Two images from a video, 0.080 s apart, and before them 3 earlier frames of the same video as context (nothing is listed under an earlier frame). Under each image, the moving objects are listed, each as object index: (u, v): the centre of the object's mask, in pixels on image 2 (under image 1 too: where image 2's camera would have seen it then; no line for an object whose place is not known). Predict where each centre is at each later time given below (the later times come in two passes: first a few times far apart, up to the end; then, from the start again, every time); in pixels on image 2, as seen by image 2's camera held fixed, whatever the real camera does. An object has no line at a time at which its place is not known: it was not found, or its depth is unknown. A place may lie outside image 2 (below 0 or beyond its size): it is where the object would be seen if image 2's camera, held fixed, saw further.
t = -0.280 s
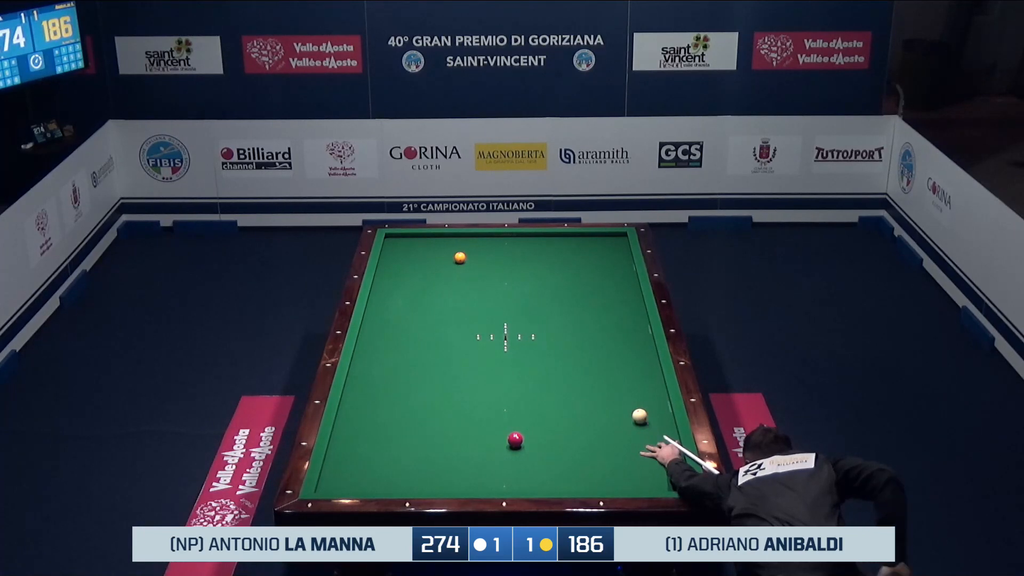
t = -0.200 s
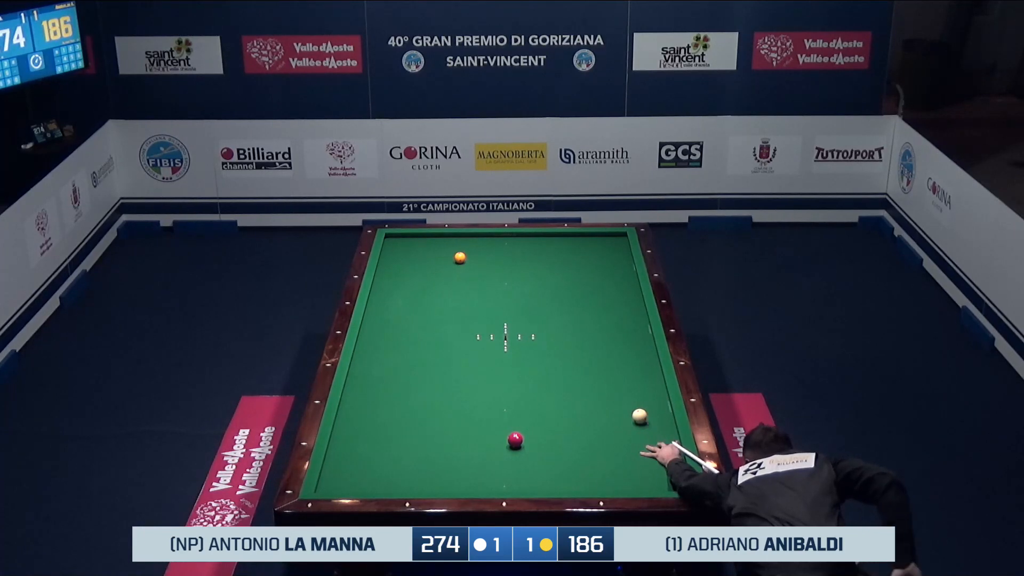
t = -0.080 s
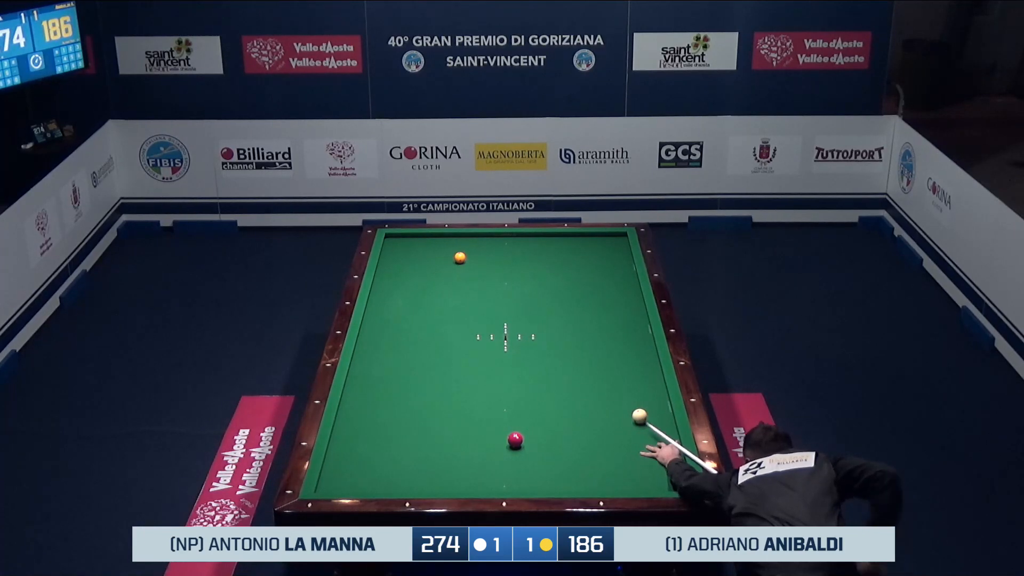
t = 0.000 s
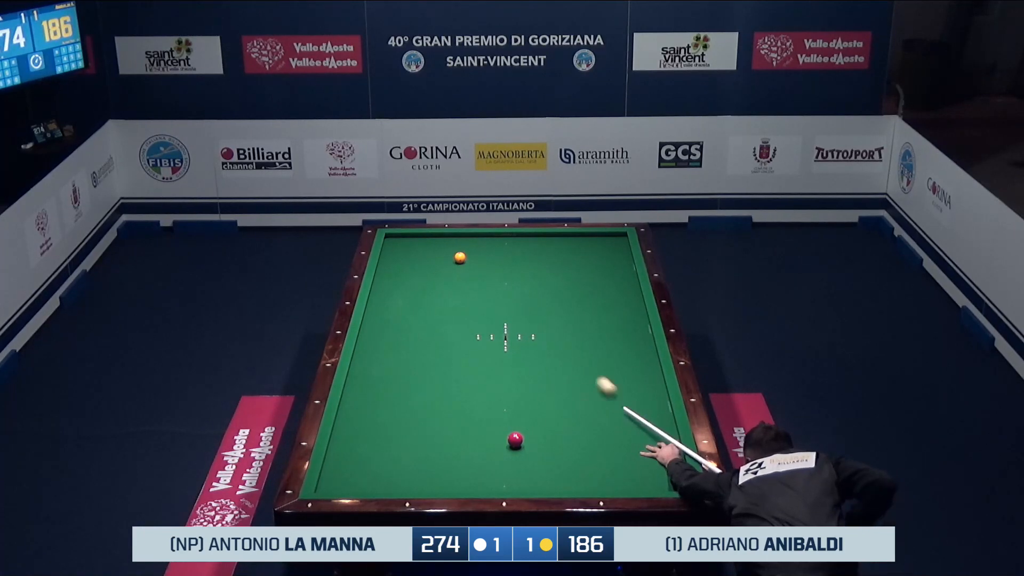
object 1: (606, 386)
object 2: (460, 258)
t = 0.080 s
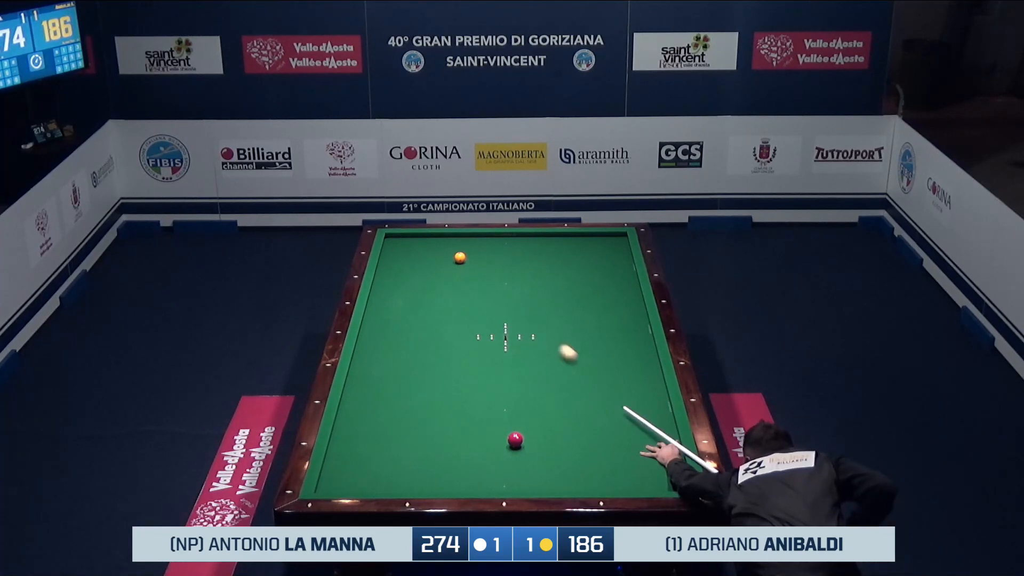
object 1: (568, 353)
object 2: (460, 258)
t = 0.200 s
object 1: (519, 310)
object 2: (460, 258)
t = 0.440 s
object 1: (450, 262)
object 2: (453, 242)
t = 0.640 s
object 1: (416, 260)
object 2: (441, 263)
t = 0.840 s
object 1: (385, 257)
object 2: (429, 299)
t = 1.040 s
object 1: (405, 258)
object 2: (418, 335)
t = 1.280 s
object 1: (423, 258)
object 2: (403, 385)
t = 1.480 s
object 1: (437, 258)
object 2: (388, 432)
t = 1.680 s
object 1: (451, 258)
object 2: (371, 486)
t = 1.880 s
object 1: (465, 258)
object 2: (381, 448)
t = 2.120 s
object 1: (481, 259)
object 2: (391, 410)
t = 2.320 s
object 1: (494, 259)
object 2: (398, 385)
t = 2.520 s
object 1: (506, 259)
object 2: (404, 361)
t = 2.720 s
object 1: (519, 259)
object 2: (410, 340)
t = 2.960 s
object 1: (533, 259)
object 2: (416, 316)
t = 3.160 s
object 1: (545, 259)
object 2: (421, 298)
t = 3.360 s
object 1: (556, 259)
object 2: (425, 282)
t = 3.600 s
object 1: (570, 259)
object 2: (430, 263)
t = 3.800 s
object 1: (580, 259)
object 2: (434, 249)
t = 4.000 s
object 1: (591, 259)
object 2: (438, 236)
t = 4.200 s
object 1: (601, 259)
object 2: (437, 243)
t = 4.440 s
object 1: (612, 259)
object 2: (437, 253)
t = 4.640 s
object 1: (622, 259)
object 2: (437, 261)
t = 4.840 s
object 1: (626, 259)
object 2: (437, 269)
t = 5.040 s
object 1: (622, 258)
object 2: (437, 277)
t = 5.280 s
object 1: (618, 257)
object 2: (437, 287)
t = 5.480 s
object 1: (614, 256)
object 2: (437, 296)
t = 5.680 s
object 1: (611, 255)
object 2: (436, 305)
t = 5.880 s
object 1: (608, 255)
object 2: (436, 314)
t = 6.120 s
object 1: (604, 254)
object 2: (436, 324)
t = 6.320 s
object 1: (602, 253)
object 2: (436, 333)
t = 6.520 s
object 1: (600, 253)
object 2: (436, 343)
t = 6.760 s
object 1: (598, 253)
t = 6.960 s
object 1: (596, 252)
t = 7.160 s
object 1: (595, 252)
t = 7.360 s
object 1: (594, 252)
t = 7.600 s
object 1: (593, 251)
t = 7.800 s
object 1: (593, 251)
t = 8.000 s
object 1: (592, 251)
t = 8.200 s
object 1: (592, 251)
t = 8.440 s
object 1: (592, 251)
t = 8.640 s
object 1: (592, 251)
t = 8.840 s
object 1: (593, 251)
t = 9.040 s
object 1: (592, 251)
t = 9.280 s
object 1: (592, 251)
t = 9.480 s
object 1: (592, 251)
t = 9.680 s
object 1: (593, 251)
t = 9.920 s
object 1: (592, 251)
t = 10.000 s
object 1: (592, 251)
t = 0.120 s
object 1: (550, 337)
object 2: (460, 258)
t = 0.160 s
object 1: (534, 323)
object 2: (460, 258)
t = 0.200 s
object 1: (519, 310)
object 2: (460, 258)
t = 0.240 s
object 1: (505, 298)
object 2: (460, 258)
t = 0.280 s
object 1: (491, 286)
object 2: (460, 258)
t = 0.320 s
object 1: (478, 275)
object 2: (460, 258)
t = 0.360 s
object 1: (466, 265)
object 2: (459, 257)
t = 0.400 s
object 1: (457, 261)
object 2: (457, 250)
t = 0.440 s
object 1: (450, 262)
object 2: (453, 242)
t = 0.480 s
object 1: (443, 262)
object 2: (449, 235)
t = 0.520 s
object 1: (436, 262)
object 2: (448, 241)
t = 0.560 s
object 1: (430, 261)
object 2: (445, 248)
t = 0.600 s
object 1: (423, 261)
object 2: (443, 255)
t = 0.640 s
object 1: (416, 260)
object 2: (441, 263)
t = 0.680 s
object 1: (410, 260)
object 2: (438, 270)
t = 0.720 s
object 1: (404, 259)
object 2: (436, 277)
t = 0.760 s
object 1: (397, 258)
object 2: (434, 285)
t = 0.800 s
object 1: (391, 258)
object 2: (432, 292)
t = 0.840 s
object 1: (385, 257)
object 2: (429, 299)
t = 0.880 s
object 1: (388, 257)
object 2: (427, 306)
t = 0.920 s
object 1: (393, 257)
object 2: (425, 314)
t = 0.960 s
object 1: (398, 257)
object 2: (423, 320)
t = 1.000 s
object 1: (402, 257)
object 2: (420, 328)
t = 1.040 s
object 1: (405, 258)
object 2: (418, 335)
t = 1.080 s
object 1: (409, 258)
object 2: (416, 343)
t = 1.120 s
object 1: (412, 258)
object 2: (413, 351)
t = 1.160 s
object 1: (414, 258)
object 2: (411, 359)
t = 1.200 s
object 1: (417, 258)
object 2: (408, 367)
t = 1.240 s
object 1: (420, 258)
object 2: (406, 376)
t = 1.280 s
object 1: (423, 258)
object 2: (403, 385)
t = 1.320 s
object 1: (426, 258)
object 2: (400, 394)
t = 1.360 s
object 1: (429, 258)
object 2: (397, 403)
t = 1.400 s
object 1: (431, 258)
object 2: (394, 412)
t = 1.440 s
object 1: (434, 258)
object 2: (391, 422)
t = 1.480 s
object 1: (437, 258)
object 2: (388, 432)
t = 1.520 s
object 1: (440, 258)
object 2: (385, 443)
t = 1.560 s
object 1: (443, 258)
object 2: (381, 454)
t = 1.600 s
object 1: (446, 258)
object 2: (378, 465)
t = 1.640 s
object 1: (448, 258)
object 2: (374, 476)
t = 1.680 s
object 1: (451, 258)
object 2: (371, 486)
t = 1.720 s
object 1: (454, 258)
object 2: (372, 483)
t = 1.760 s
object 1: (457, 258)
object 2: (374, 474)
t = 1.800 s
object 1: (459, 258)
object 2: (377, 464)
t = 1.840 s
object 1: (462, 258)
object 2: (379, 456)
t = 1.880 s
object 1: (465, 258)
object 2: (381, 448)
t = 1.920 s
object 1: (467, 258)
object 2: (383, 440)
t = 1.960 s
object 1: (470, 258)
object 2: (385, 433)
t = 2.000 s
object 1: (473, 258)
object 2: (387, 427)
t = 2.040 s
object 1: (475, 258)
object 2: (389, 421)
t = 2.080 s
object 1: (478, 258)
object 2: (390, 415)
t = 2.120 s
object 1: (481, 259)
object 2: (391, 410)
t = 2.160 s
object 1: (483, 259)
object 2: (393, 405)
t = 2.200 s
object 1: (486, 259)
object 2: (394, 400)
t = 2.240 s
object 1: (488, 259)
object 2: (395, 395)
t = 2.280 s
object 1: (491, 259)
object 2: (397, 390)
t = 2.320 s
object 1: (494, 259)
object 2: (398, 385)
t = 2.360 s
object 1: (496, 259)
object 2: (399, 380)
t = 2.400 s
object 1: (499, 259)
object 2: (400, 375)
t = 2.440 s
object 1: (501, 259)
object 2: (402, 371)
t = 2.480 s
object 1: (504, 259)
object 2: (403, 366)
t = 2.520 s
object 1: (506, 259)
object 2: (404, 361)
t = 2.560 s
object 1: (509, 259)
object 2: (405, 357)
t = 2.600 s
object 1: (511, 259)
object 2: (407, 353)
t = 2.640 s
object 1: (514, 259)
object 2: (408, 348)
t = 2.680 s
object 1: (516, 259)
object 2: (409, 344)
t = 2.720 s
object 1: (519, 259)
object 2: (410, 340)
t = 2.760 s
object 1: (521, 259)
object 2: (411, 336)
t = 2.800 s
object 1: (524, 259)
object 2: (412, 332)
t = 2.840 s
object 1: (526, 259)
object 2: (413, 328)
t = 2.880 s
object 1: (528, 259)
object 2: (414, 324)
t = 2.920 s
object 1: (531, 259)
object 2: (415, 320)
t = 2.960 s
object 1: (533, 259)
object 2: (416, 316)
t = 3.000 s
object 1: (536, 259)
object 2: (417, 313)
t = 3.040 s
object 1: (538, 259)
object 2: (418, 309)
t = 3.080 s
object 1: (540, 259)
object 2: (419, 305)
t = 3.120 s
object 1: (543, 259)
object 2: (420, 302)
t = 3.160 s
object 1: (545, 259)
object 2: (421, 298)
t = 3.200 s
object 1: (547, 259)
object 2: (422, 295)
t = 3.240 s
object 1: (549, 259)
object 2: (423, 292)
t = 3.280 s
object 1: (552, 259)
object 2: (424, 288)
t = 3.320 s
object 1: (554, 259)
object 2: (425, 285)
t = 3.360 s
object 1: (556, 259)
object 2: (425, 282)
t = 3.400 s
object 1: (558, 259)
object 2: (426, 278)
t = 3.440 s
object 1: (561, 259)
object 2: (427, 275)
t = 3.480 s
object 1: (563, 259)
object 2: (428, 272)
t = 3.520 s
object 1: (565, 259)
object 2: (429, 269)
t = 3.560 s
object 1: (567, 259)
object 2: (429, 266)
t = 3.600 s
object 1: (570, 259)
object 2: (430, 263)
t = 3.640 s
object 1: (572, 259)
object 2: (431, 260)
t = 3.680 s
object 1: (574, 259)
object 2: (432, 257)
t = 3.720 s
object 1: (576, 259)
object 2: (433, 254)
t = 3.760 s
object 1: (578, 259)
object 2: (433, 252)
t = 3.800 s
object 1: (580, 259)
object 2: (434, 249)
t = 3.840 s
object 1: (582, 259)
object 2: (435, 246)
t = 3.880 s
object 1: (585, 259)
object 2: (436, 244)
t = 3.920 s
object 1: (587, 259)
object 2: (436, 241)
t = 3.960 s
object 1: (589, 259)
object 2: (437, 238)
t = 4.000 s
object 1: (591, 259)
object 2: (438, 236)
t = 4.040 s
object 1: (593, 259)
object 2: (438, 236)
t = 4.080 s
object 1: (595, 259)
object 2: (437, 238)
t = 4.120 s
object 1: (597, 259)
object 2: (437, 240)
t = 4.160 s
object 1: (599, 259)
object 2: (437, 242)
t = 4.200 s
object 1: (601, 259)
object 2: (437, 243)
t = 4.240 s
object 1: (603, 259)
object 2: (437, 245)
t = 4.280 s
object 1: (605, 259)
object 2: (438, 246)
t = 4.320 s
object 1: (607, 259)
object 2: (437, 248)
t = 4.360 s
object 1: (609, 259)
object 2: (437, 249)
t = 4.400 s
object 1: (610, 259)
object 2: (437, 251)
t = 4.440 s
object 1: (612, 259)
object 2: (437, 253)
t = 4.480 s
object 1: (614, 259)
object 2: (437, 254)
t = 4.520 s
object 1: (616, 259)
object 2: (437, 256)
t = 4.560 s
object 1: (618, 259)
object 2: (437, 257)
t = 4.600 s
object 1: (620, 259)
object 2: (437, 259)
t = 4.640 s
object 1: (622, 259)
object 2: (437, 261)
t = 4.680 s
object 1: (624, 259)
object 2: (437, 262)
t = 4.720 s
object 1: (625, 259)
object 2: (437, 264)
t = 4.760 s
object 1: (627, 259)
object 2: (437, 266)
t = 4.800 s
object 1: (627, 259)
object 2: (437, 267)
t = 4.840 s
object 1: (626, 259)
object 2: (437, 269)
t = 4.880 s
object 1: (625, 259)
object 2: (437, 270)
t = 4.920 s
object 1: (625, 259)
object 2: (437, 272)
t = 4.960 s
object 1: (624, 258)
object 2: (437, 274)
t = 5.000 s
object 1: (623, 258)
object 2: (437, 275)
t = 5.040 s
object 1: (622, 258)
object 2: (437, 277)
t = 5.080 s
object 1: (621, 258)
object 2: (437, 279)
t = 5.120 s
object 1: (621, 258)
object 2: (437, 281)
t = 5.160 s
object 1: (620, 257)
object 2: (437, 282)
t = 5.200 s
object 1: (619, 257)
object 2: (437, 284)
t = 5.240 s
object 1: (618, 257)
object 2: (437, 286)
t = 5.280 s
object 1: (618, 257)
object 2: (437, 287)
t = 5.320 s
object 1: (617, 257)
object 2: (437, 289)
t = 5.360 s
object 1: (616, 257)
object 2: (437, 291)
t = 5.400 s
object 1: (615, 256)
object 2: (437, 292)
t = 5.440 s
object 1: (615, 256)
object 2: (437, 294)
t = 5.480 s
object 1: (614, 256)
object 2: (437, 296)
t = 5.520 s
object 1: (613, 256)
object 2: (437, 298)
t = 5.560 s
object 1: (613, 256)
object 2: (436, 299)
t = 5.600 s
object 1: (612, 256)
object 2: (436, 301)
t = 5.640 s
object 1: (611, 255)
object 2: (437, 303)
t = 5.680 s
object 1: (611, 255)
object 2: (436, 305)
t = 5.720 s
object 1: (610, 255)
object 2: (436, 306)
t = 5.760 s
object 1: (610, 255)
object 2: (436, 308)
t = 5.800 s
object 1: (609, 255)
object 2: (436, 310)
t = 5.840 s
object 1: (608, 255)
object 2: (436, 312)
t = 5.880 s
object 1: (608, 255)
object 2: (436, 314)
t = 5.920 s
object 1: (607, 255)
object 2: (436, 315)
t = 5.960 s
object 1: (607, 255)
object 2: (436, 317)
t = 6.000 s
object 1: (606, 254)
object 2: (436, 319)
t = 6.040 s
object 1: (606, 254)
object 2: (436, 320)
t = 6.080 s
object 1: (605, 254)
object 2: (436, 323)
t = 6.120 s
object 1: (604, 254)
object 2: (436, 324)
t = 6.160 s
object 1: (604, 254)
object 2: (436, 326)
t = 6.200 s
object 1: (603, 254)
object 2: (436, 328)
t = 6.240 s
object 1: (603, 254)
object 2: (436, 330)
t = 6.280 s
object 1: (603, 254)
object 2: (436, 332)
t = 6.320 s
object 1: (602, 253)
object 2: (436, 333)
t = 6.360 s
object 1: (602, 253)
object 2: (436, 335)
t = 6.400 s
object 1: (601, 253)
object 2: (436, 337)
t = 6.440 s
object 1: (601, 253)
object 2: (436, 339)
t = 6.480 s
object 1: (601, 253)
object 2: (436, 341)
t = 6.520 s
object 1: (600, 253)
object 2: (436, 343)
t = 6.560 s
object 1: (600, 253)
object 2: (436, 345)
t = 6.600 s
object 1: (599, 253)
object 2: (436, 347)
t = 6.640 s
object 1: (599, 253)
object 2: (436, 348)
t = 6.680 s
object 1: (599, 253)
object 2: (436, 350)
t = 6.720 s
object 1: (598, 253)
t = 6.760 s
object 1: (598, 253)
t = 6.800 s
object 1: (598, 252)
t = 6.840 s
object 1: (597, 252)
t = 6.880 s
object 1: (597, 252)
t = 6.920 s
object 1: (597, 252)
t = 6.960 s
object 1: (596, 252)
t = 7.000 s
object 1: (596, 252)
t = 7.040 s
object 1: (596, 252)
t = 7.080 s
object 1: (595, 252)
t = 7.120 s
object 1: (595, 252)
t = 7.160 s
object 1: (595, 252)
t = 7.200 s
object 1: (595, 252)
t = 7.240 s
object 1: (595, 252)
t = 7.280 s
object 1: (594, 252)
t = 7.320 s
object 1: (594, 252)
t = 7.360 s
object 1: (594, 252)
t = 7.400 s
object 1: (594, 252)
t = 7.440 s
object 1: (594, 252)
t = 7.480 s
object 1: (593, 252)
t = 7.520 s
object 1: (593, 252)
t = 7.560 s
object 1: (593, 251)
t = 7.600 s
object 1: (593, 251)
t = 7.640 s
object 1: (593, 251)
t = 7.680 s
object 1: (593, 251)
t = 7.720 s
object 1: (593, 251)
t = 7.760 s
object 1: (593, 251)
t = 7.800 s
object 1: (593, 251)
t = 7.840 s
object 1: (593, 251)
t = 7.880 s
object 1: (593, 251)
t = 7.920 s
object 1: (592, 251)
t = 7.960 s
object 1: (592, 251)
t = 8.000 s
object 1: (592, 251)
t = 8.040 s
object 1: (592, 251)
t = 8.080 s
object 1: (592, 251)
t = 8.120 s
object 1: (592, 251)
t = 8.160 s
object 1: (592, 251)
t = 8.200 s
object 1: (592, 251)
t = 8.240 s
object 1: (592, 251)
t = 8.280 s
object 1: (592, 251)
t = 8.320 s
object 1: (592, 251)
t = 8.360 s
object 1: (592, 251)
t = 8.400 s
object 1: (592, 251)
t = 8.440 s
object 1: (592, 251)
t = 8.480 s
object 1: (592, 251)
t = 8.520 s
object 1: (592, 251)
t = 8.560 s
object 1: (592, 251)
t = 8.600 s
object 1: (592, 251)
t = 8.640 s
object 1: (592, 251)
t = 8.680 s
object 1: (593, 251)
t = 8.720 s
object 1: (592, 251)
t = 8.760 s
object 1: (593, 251)
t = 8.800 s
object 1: (592, 251)
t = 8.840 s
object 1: (593, 251)
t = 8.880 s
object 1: (592, 251)
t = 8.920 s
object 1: (592, 251)
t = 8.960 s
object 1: (592, 251)
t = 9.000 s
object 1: (592, 251)
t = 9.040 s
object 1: (592, 251)
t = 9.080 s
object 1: (592, 251)
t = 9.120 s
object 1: (592, 251)
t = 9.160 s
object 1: (592, 251)
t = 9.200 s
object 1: (592, 251)
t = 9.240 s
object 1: (592, 251)
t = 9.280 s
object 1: (592, 251)
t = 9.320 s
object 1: (592, 251)
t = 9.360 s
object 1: (592, 251)
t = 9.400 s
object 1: (593, 251)
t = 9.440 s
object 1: (592, 251)
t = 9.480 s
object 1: (592, 251)
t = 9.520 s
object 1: (592, 251)
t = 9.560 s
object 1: (592, 251)
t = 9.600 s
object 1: (592, 251)
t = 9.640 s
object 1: (592, 251)
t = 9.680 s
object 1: (593, 251)
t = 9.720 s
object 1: (592, 251)
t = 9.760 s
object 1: (592, 251)
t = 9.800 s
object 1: (592, 251)
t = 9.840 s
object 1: (592, 251)
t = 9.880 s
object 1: (592, 251)
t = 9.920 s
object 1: (592, 251)
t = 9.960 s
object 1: (593, 251)
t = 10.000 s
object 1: (592, 251)
